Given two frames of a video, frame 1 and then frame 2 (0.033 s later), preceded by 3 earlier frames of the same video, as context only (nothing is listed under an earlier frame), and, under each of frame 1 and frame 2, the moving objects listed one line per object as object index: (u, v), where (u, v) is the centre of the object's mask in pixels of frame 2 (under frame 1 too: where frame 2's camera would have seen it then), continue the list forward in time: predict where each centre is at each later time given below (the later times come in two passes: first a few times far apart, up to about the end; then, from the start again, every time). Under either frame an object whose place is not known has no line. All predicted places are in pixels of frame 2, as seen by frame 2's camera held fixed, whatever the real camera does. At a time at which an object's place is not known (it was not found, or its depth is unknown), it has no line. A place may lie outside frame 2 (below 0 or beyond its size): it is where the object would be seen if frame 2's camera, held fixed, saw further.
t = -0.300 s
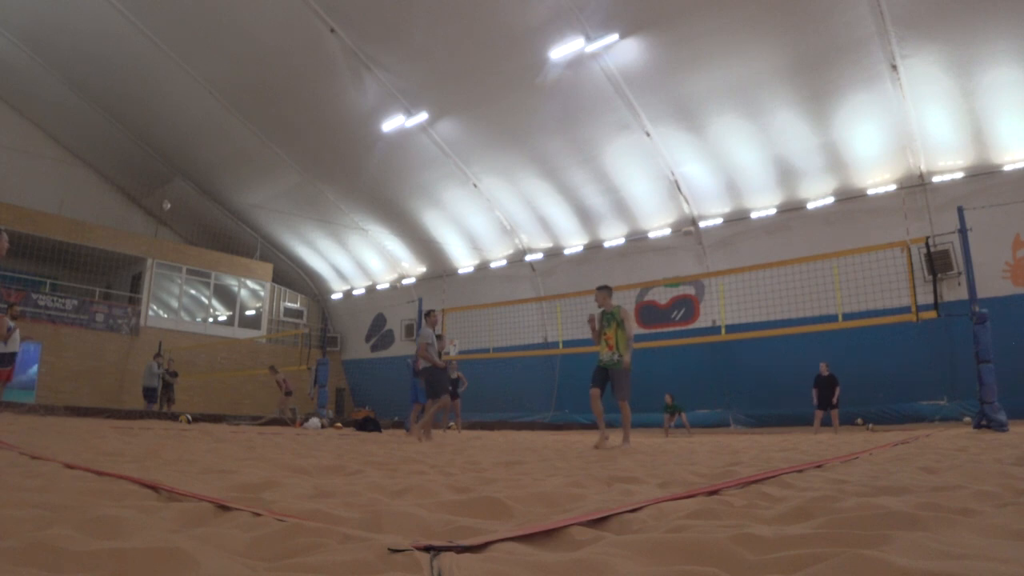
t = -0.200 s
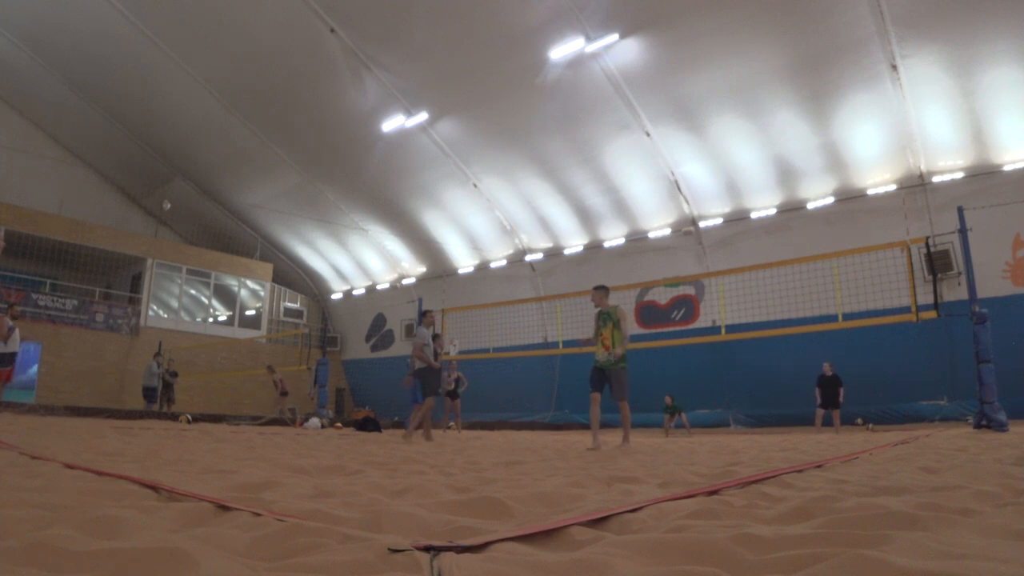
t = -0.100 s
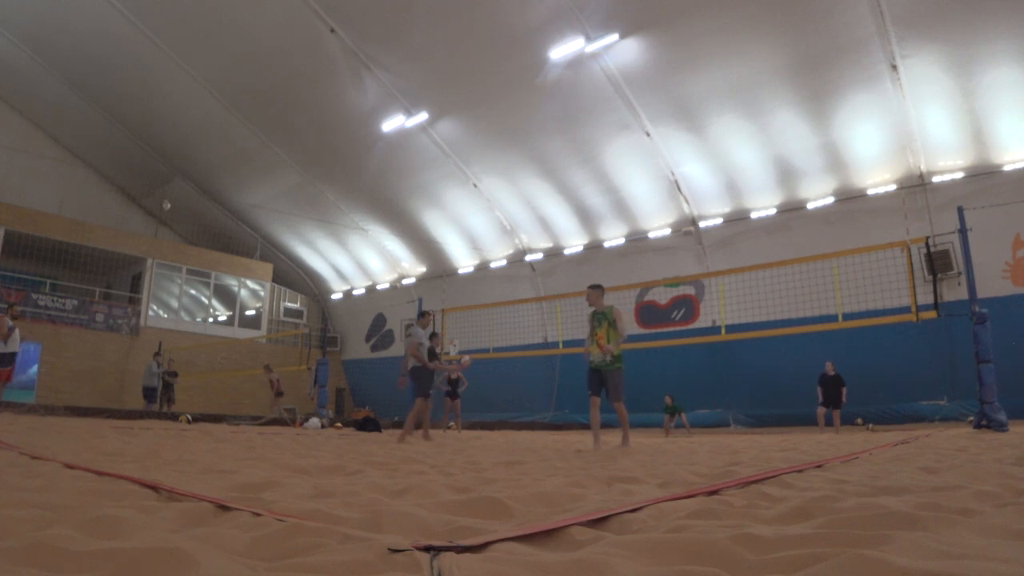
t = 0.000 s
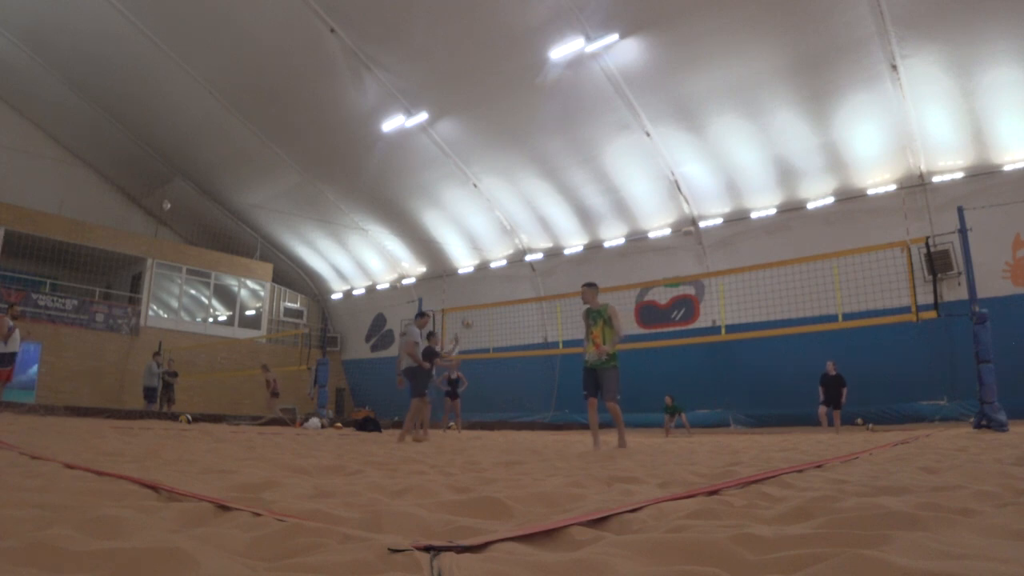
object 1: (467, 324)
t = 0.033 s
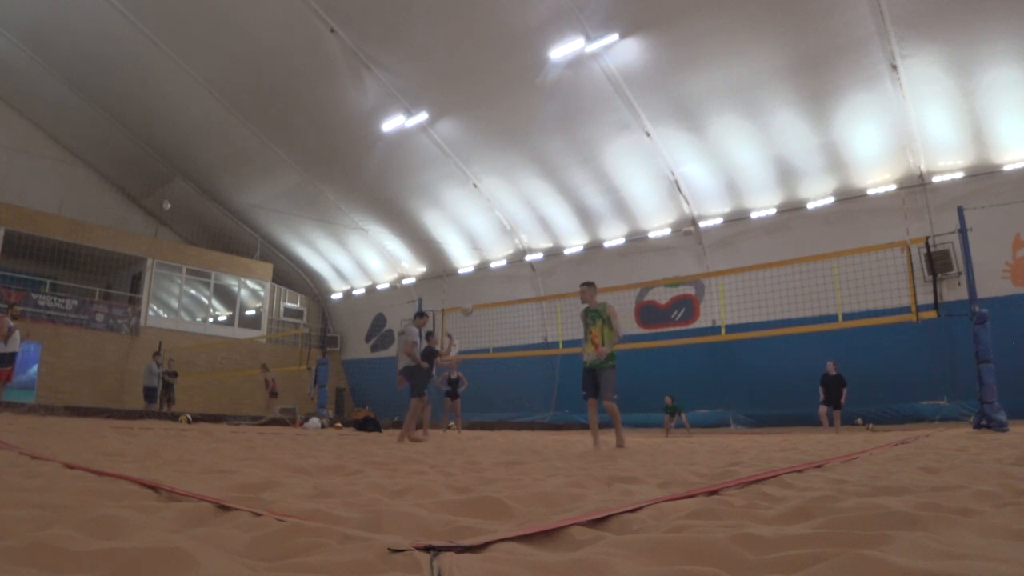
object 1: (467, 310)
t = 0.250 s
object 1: (461, 240)
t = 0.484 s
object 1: (456, 195)
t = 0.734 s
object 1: (451, 178)
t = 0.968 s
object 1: (445, 188)
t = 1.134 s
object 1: (440, 212)
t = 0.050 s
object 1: (466, 303)
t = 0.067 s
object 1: (465, 297)
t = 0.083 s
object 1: (465, 291)
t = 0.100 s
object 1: (464, 285)
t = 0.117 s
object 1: (464, 280)
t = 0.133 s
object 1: (463, 275)
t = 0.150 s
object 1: (463, 268)
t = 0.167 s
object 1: (463, 263)
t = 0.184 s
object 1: (463, 258)
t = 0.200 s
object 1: (462, 254)
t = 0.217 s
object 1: (462, 249)
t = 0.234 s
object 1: (462, 244)
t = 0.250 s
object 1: (461, 240)
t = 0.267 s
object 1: (461, 236)
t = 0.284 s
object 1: (461, 231)
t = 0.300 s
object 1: (460, 228)
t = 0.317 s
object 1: (459, 224)
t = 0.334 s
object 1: (459, 221)
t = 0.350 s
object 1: (459, 217)
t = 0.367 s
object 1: (458, 214)
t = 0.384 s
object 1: (458, 211)
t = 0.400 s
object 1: (458, 208)
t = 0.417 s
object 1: (458, 205)
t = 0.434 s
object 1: (457, 202)
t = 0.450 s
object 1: (457, 200)
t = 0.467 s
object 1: (456, 197)
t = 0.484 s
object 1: (456, 195)
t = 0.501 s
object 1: (456, 193)
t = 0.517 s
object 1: (455, 191)
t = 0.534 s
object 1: (455, 189)
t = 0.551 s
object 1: (455, 187)
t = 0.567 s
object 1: (454, 186)
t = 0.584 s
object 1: (454, 184)
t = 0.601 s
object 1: (454, 183)
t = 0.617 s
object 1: (454, 182)
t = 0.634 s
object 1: (453, 181)
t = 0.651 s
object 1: (453, 180)
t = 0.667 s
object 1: (452, 179)
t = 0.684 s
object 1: (452, 179)
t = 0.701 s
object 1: (452, 178)
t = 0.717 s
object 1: (451, 178)
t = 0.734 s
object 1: (451, 178)
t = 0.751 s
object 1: (451, 178)
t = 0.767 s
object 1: (450, 178)
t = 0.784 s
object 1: (450, 178)
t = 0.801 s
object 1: (450, 178)
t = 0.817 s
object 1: (449, 178)
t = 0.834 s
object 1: (448, 179)
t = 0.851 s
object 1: (448, 180)
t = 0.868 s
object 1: (448, 181)
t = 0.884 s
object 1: (447, 182)
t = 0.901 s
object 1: (447, 183)
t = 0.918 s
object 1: (446, 184)
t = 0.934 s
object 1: (446, 185)
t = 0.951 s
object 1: (446, 187)
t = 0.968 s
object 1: (445, 188)
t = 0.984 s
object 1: (445, 190)
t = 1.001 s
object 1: (444, 192)
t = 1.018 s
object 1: (444, 194)
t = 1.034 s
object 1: (443, 196)
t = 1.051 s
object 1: (443, 199)
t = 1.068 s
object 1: (442, 201)
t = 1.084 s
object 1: (442, 204)
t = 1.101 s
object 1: (441, 206)
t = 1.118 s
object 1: (441, 209)
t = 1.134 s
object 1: (440, 212)
